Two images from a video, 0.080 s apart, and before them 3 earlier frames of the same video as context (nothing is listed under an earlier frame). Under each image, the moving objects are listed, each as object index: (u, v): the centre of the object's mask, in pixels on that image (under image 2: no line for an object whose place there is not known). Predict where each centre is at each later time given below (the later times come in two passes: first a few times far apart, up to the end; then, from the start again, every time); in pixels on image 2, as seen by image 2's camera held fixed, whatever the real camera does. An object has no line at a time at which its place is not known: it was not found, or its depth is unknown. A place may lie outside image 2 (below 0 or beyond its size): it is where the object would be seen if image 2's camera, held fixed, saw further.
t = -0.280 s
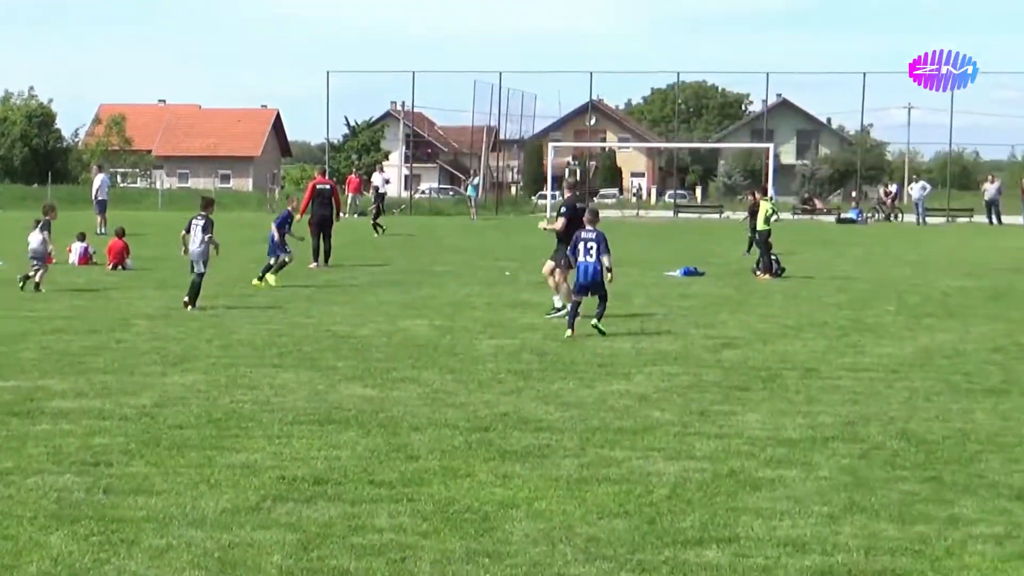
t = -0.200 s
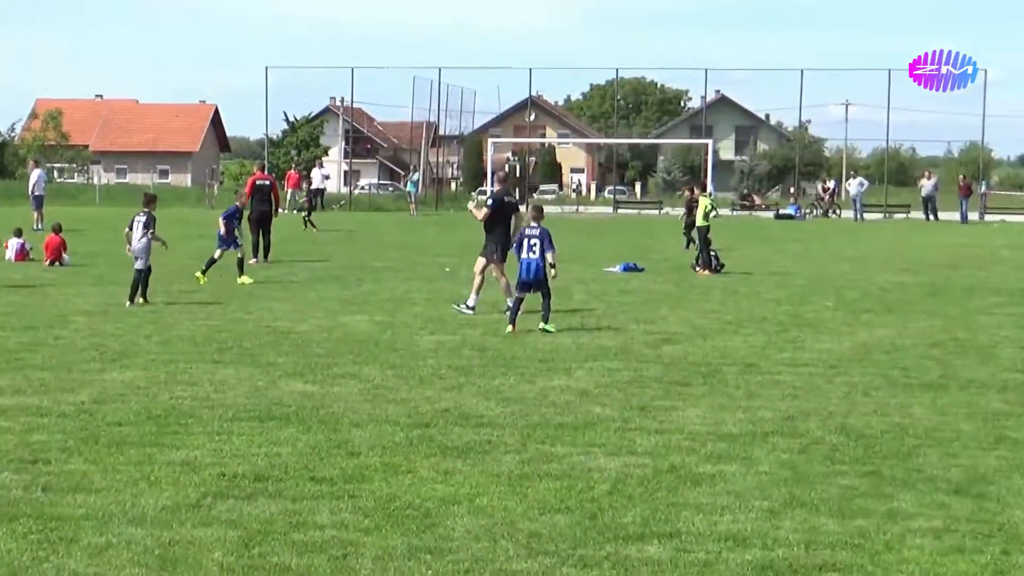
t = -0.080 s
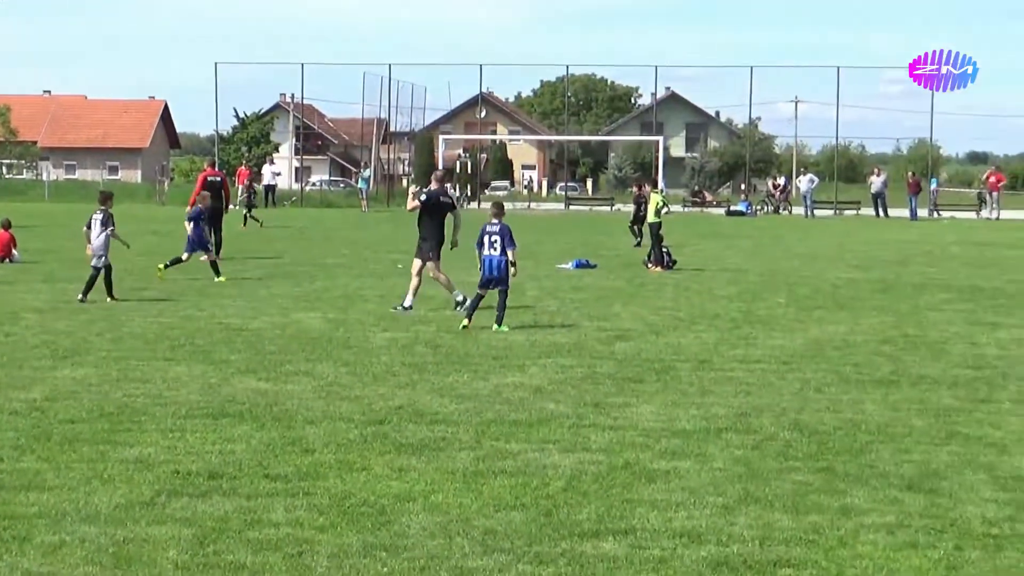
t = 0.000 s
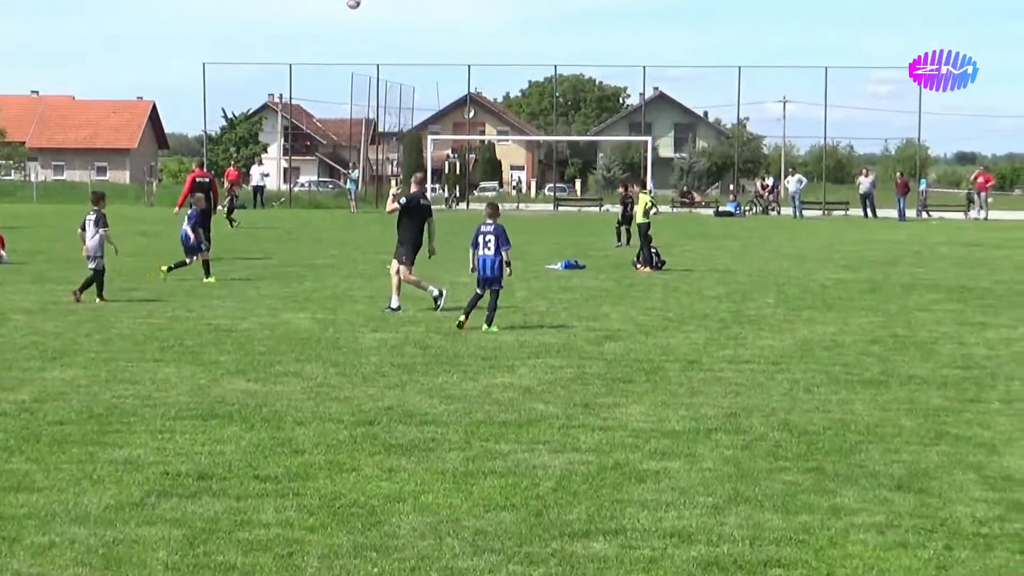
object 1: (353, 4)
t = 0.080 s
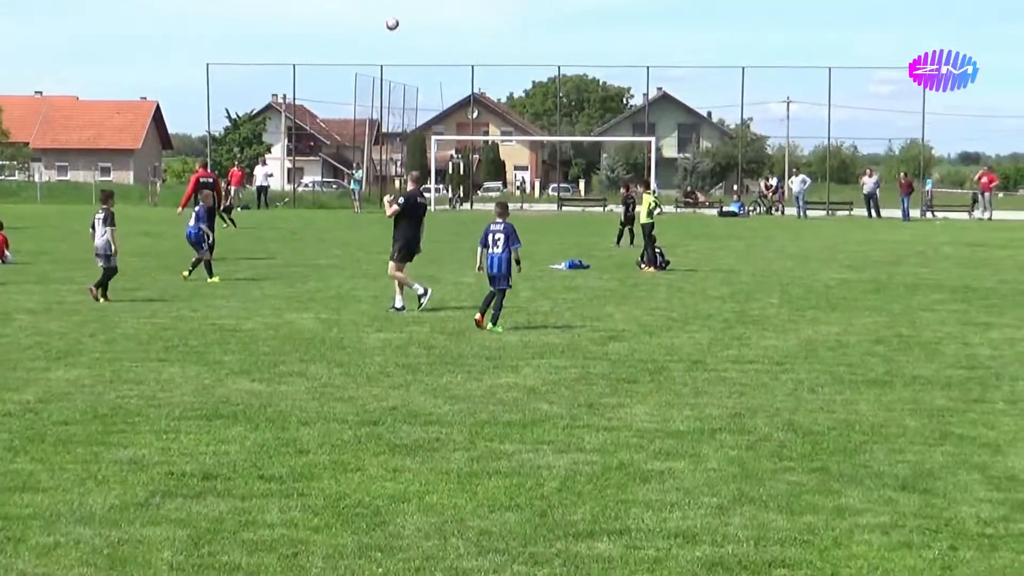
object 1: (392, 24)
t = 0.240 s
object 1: (458, 73)
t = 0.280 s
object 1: (473, 87)
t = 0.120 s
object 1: (409, 35)
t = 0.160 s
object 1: (425, 47)
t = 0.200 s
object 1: (442, 60)
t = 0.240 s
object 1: (458, 73)
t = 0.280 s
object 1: (473, 87)
